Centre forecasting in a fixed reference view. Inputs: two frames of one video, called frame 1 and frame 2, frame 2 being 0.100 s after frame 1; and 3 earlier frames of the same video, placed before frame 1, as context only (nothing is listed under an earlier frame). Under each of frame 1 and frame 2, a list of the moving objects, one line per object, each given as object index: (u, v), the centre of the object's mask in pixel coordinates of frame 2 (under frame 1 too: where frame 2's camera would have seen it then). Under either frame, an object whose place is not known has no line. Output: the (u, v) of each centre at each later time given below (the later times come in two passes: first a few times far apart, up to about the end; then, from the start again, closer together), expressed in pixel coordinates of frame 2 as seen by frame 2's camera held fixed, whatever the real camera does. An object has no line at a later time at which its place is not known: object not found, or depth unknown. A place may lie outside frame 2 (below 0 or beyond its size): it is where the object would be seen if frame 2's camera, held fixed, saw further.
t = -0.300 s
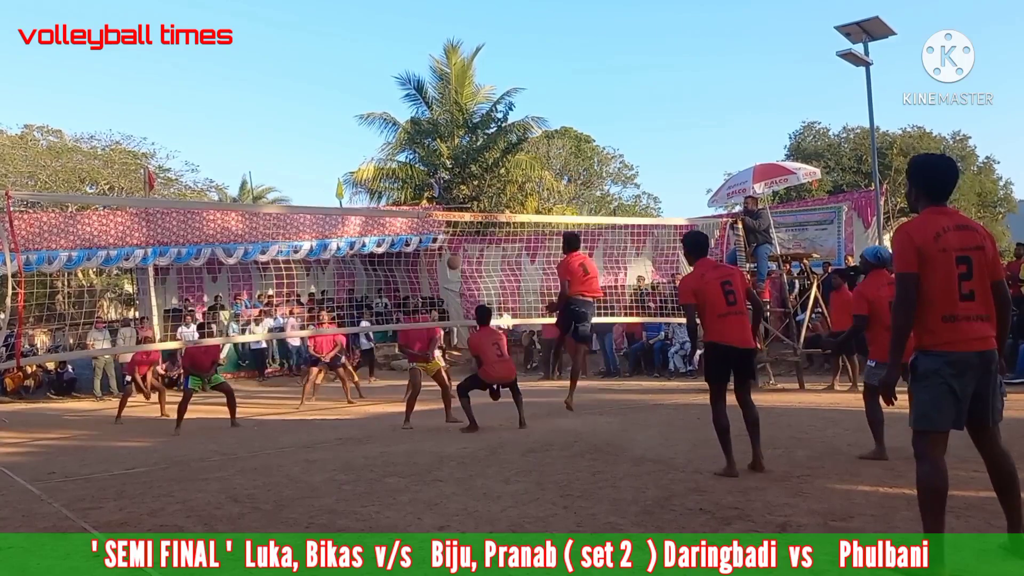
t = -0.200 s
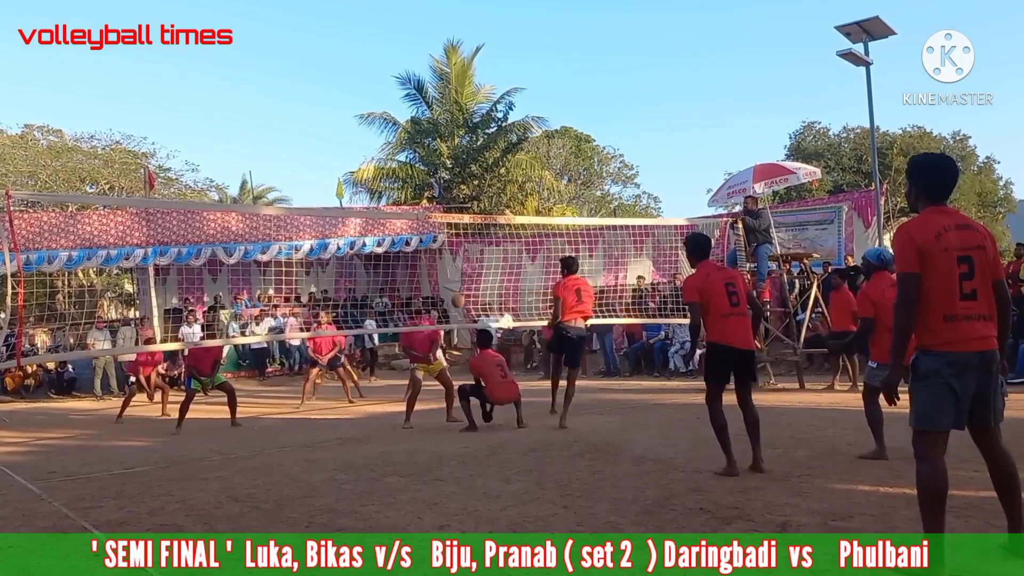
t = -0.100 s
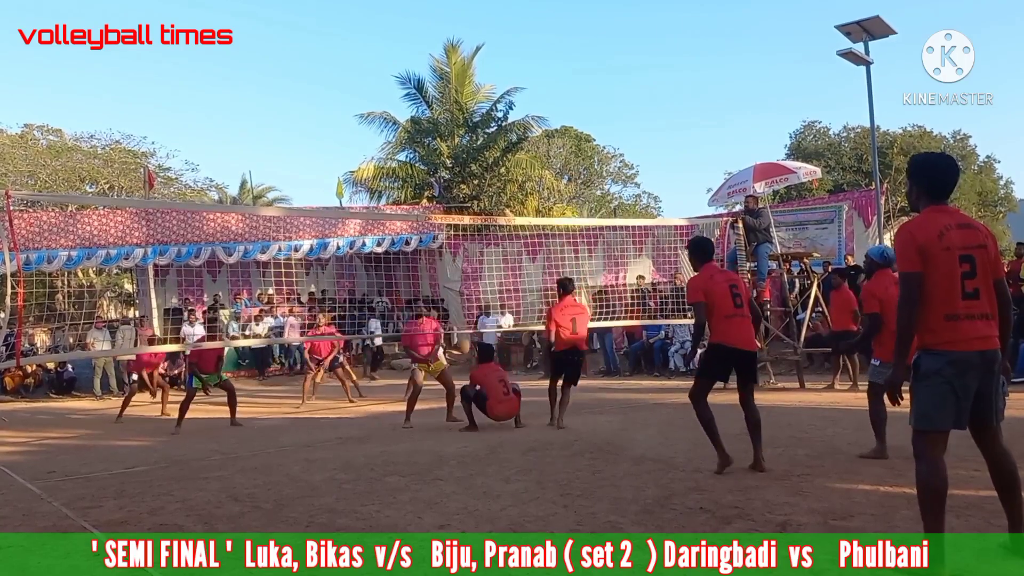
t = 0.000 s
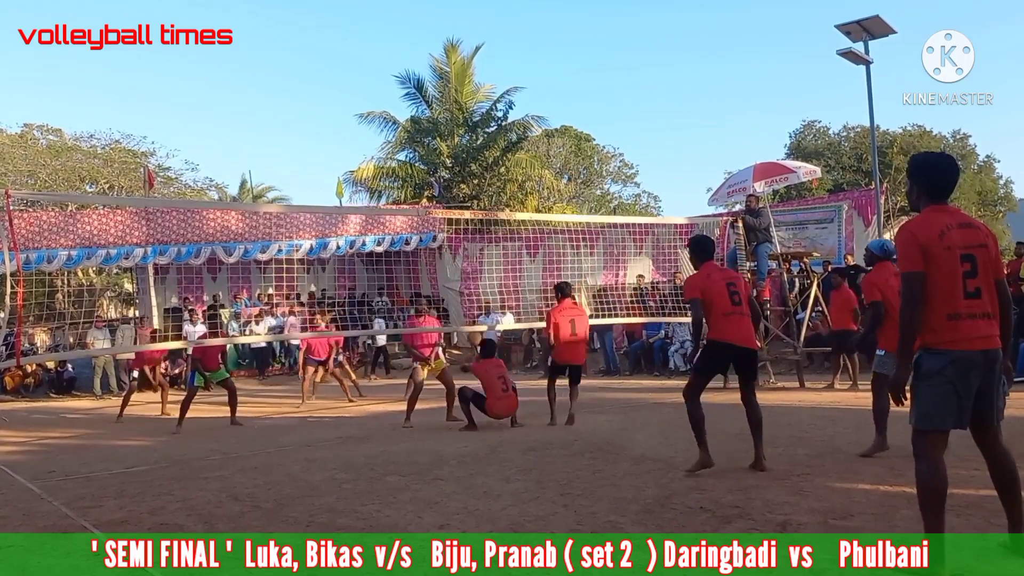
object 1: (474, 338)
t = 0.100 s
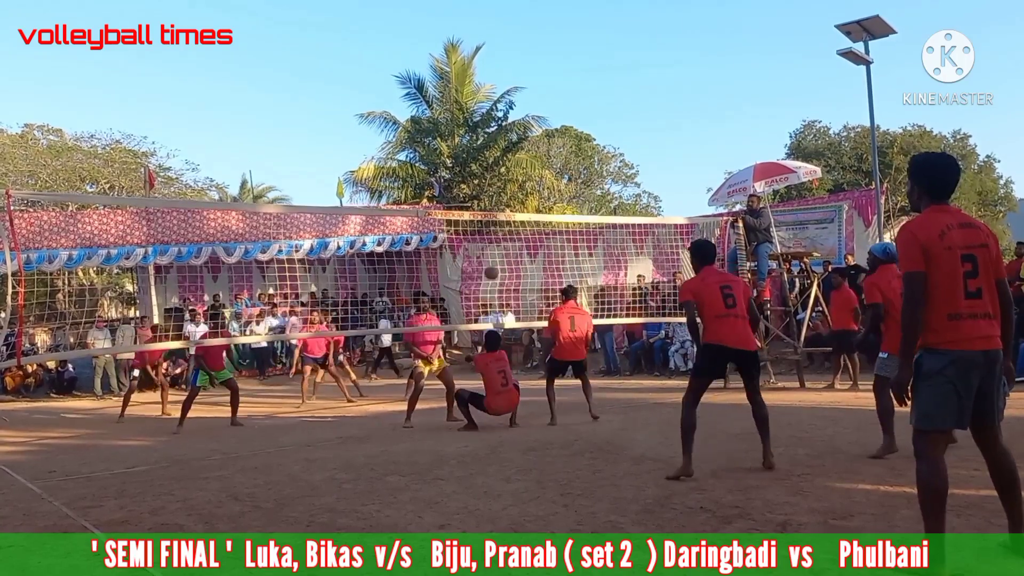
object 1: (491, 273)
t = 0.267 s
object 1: (524, 180)
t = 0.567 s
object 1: (589, 63)
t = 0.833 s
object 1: (660, 21)
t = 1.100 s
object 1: (745, 54)
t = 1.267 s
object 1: (809, 120)
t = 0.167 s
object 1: (504, 233)
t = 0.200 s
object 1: (509, 214)
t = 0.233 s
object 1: (517, 197)
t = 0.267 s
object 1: (524, 180)
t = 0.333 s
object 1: (536, 150)
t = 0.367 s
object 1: (542, 134)
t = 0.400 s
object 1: (550, 120)
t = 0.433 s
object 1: (557, 107)
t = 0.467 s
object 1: (565, 95)
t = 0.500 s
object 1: (573, 83)
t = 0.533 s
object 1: (581, 73)
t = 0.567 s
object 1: (589, 63)
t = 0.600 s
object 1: (597, 55)
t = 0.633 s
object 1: (605, 47)
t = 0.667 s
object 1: (614, 41)
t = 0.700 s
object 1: (622, 35)
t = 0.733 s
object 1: (631, 30)
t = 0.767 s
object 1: (640, 26)
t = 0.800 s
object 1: (650, 23)
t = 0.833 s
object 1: (660, 21)
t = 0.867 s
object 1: (670, 21)
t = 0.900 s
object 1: (680, 22)
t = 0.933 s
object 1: (691, 24)
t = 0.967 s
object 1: (701, 28)
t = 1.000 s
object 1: (712, 32)
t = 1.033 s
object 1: (723, 38)
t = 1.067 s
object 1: (734, 46)
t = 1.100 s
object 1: (745, 54)
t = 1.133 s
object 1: (758, 64)
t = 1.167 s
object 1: (770, 75)
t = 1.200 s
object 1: (783, 88)
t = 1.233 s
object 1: (796, 103)
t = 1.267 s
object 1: (809, 120)
